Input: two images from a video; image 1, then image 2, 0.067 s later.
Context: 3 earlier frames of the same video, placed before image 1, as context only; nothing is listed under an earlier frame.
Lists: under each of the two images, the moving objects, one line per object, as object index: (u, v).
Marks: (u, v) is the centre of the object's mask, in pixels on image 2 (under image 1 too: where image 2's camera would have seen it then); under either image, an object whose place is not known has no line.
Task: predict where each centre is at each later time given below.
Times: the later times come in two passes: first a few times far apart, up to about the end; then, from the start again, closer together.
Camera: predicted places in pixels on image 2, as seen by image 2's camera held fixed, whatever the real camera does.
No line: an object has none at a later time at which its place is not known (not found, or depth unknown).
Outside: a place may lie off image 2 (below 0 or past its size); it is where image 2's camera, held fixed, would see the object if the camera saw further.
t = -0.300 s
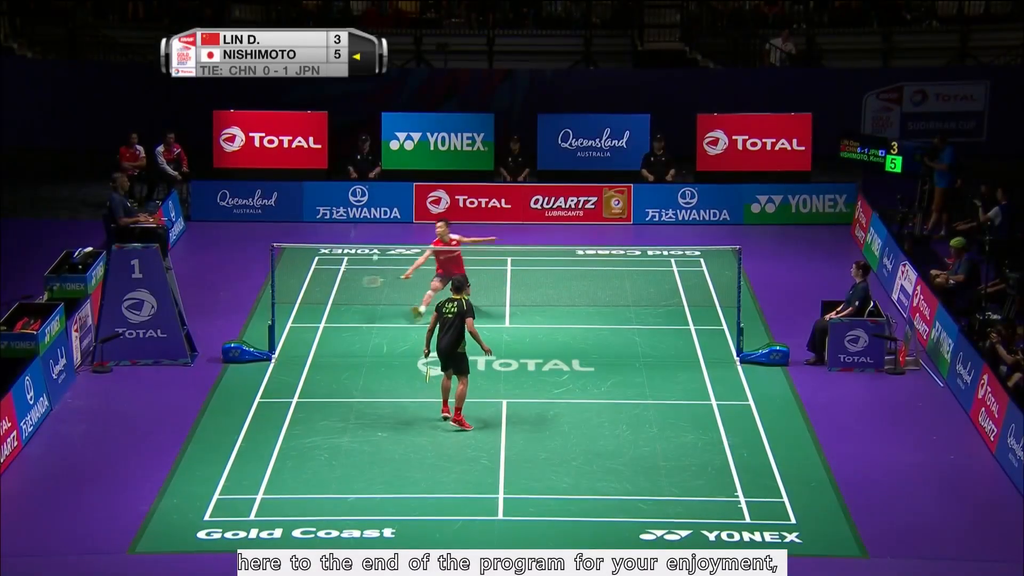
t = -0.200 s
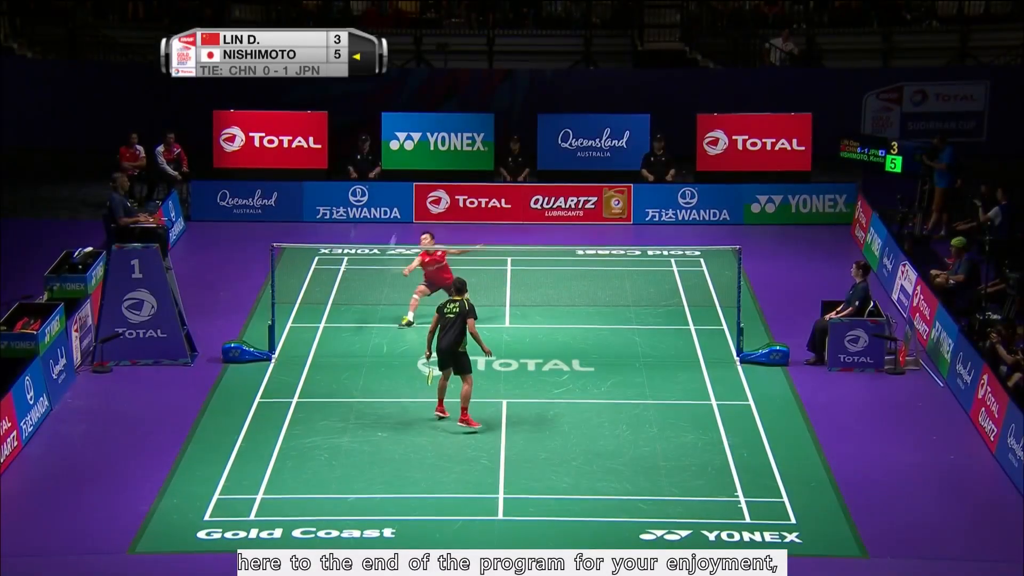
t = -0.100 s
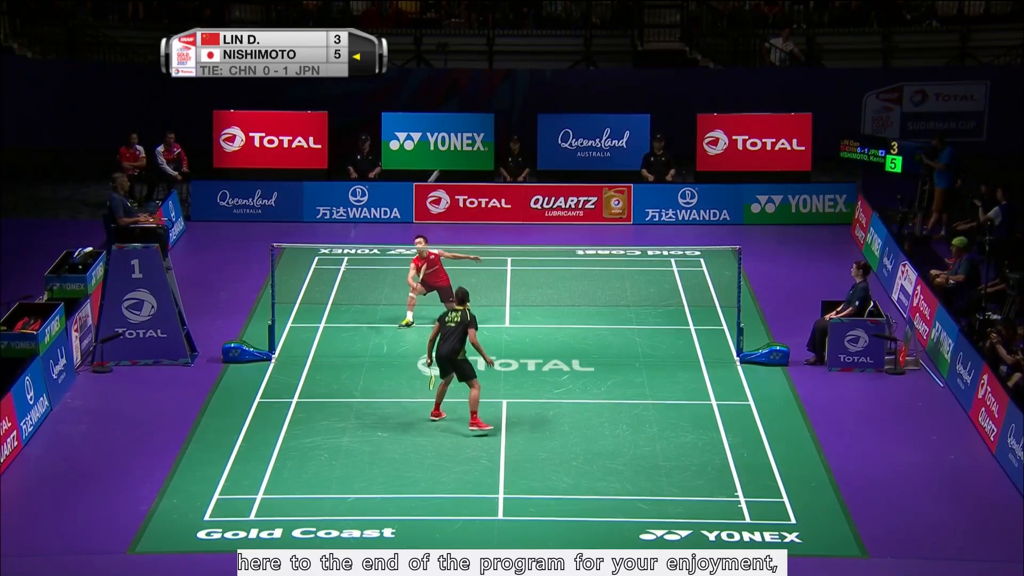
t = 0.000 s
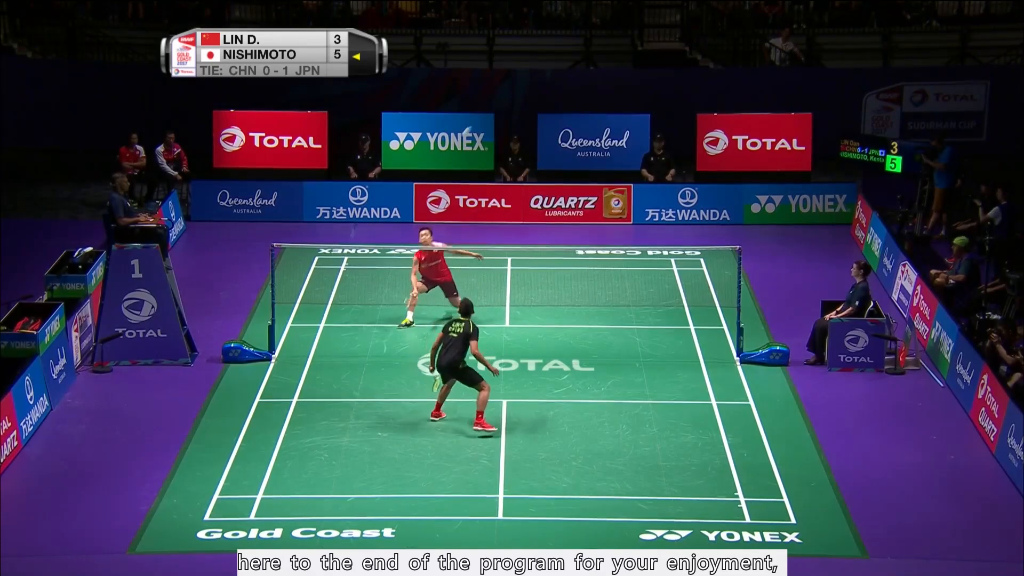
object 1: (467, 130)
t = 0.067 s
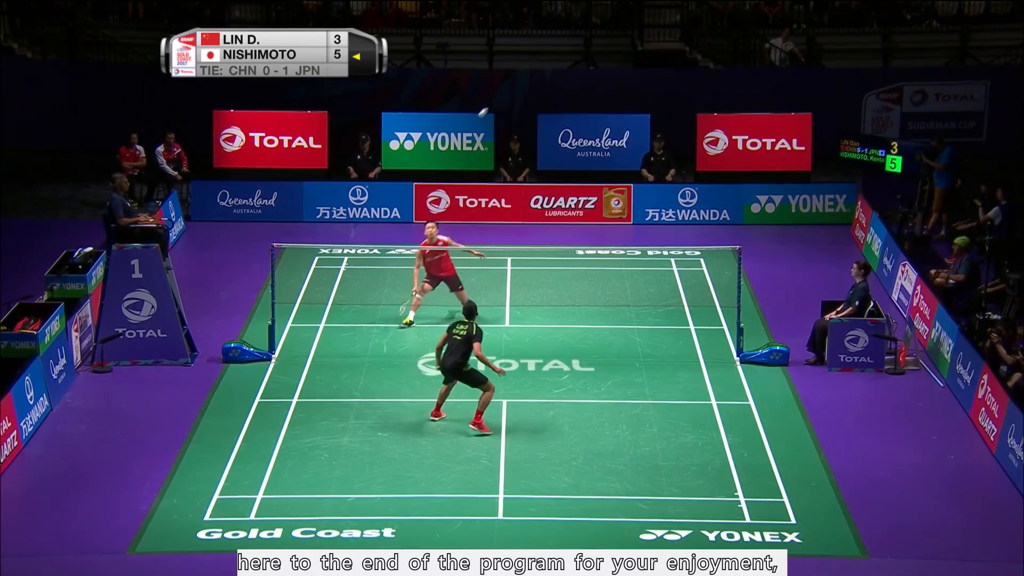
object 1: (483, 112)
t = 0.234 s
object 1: (523, 79)
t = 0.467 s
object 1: (563, 79)
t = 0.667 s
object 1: (589, 115)
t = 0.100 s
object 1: (492, 101)
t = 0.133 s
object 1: (502, 93)
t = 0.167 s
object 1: (506, 90)
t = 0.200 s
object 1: (515, 83)
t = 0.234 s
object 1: (523, 79)
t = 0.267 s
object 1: (527, 77)
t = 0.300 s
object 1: (534, 75)
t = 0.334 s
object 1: (541, 73)
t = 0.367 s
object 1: (545, 73)
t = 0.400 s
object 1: (551, 74)
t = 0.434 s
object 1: (557, 76)
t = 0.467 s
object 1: (563, 79)
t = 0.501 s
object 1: (566, 82)
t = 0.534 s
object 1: (572, 87)
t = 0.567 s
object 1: (577, 94)
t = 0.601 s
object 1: (579, 97)
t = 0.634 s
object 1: (584, 106)
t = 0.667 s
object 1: (589, 115)
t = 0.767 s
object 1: (599, 144)
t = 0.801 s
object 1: (600, 150)
